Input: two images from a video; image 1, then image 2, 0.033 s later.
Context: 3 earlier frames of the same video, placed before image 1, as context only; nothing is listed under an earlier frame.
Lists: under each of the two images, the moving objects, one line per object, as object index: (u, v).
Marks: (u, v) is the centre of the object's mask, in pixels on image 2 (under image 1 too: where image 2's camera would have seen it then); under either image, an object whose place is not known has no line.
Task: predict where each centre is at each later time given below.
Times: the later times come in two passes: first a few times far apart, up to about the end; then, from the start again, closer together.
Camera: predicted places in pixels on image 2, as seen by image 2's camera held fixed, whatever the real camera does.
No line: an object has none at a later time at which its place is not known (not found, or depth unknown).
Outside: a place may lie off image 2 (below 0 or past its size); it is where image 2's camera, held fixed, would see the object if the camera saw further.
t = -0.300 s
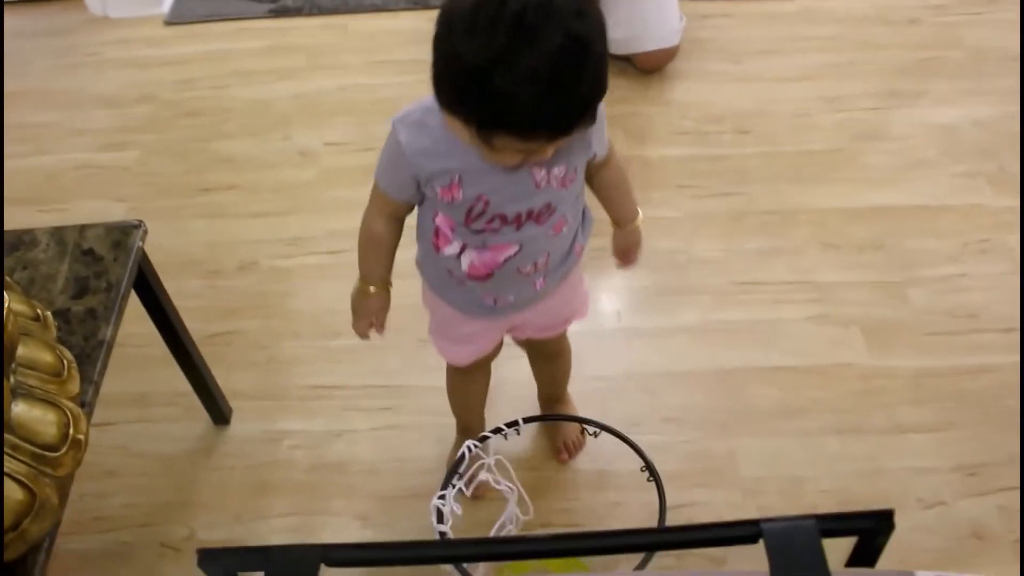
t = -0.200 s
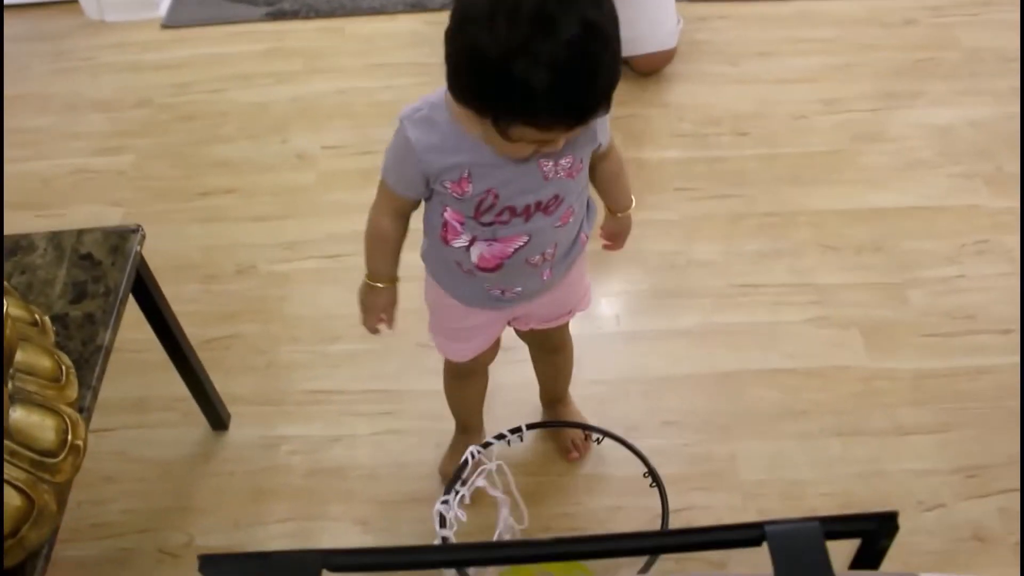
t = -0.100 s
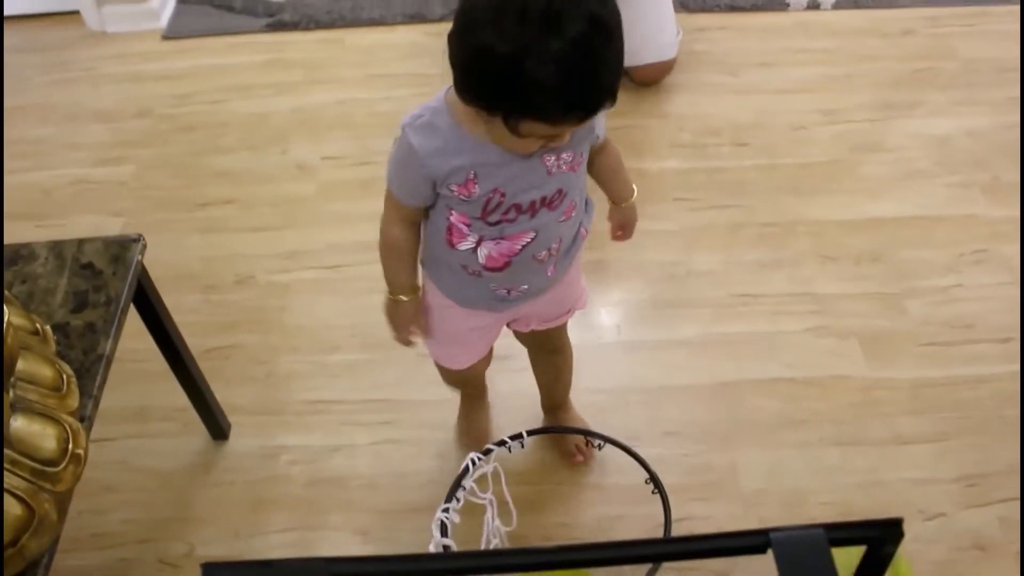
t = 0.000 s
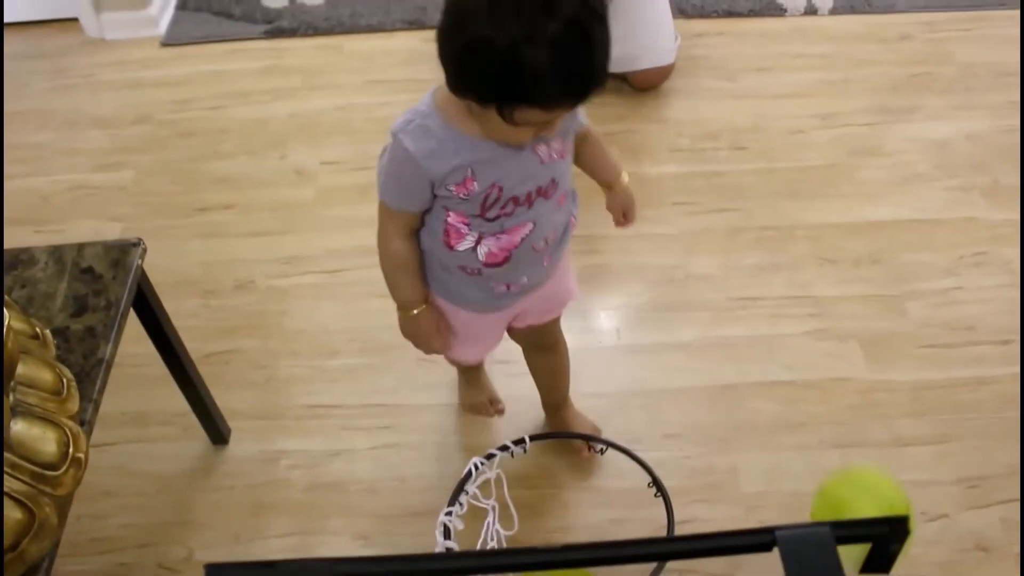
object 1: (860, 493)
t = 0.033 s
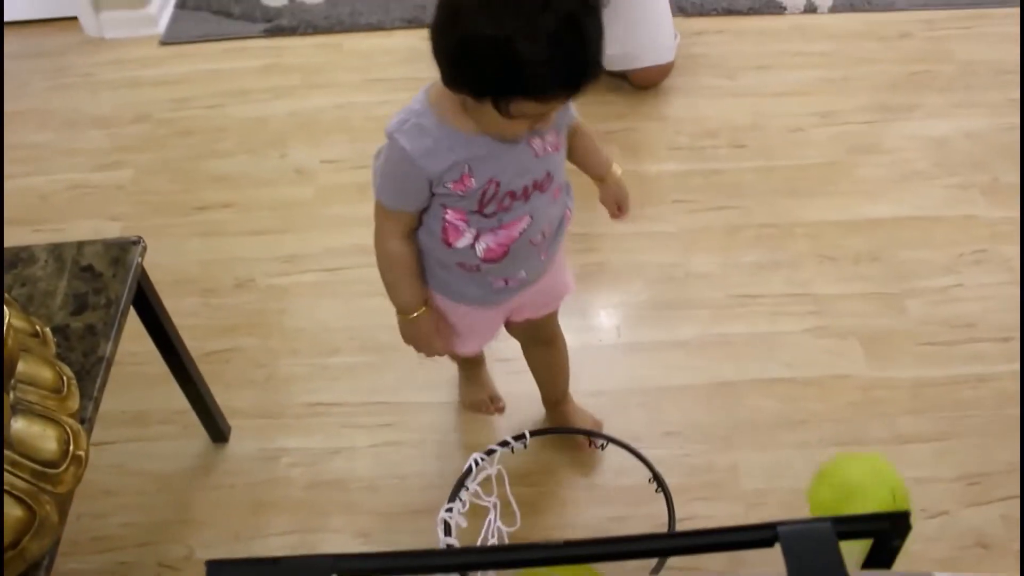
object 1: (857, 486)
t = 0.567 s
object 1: (863, 276)
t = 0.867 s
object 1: (864, 190)
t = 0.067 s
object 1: (851, 482)
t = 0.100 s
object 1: (843, 479)
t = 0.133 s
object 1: (836, 478)
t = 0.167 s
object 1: (838, 466)
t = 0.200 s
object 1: (848, 435)
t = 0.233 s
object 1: (854, 409)
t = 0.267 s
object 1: (858, 387)
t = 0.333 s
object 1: (860, 359)
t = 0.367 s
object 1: (858, 350)
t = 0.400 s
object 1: (855, 348)
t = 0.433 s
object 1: (849, 349)
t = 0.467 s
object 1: (851, 337)
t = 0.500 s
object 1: (858, 311)
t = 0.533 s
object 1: (862, 292)
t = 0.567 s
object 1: (863, 276)
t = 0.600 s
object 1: (864, 265)
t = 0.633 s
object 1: (863, 257)
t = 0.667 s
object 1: (860, 254)
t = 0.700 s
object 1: (857, 254)
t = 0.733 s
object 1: (853, 253)
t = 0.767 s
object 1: (858, 231)
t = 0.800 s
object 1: (862, 212)
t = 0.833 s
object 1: (863, 199)
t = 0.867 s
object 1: (864, 190)
